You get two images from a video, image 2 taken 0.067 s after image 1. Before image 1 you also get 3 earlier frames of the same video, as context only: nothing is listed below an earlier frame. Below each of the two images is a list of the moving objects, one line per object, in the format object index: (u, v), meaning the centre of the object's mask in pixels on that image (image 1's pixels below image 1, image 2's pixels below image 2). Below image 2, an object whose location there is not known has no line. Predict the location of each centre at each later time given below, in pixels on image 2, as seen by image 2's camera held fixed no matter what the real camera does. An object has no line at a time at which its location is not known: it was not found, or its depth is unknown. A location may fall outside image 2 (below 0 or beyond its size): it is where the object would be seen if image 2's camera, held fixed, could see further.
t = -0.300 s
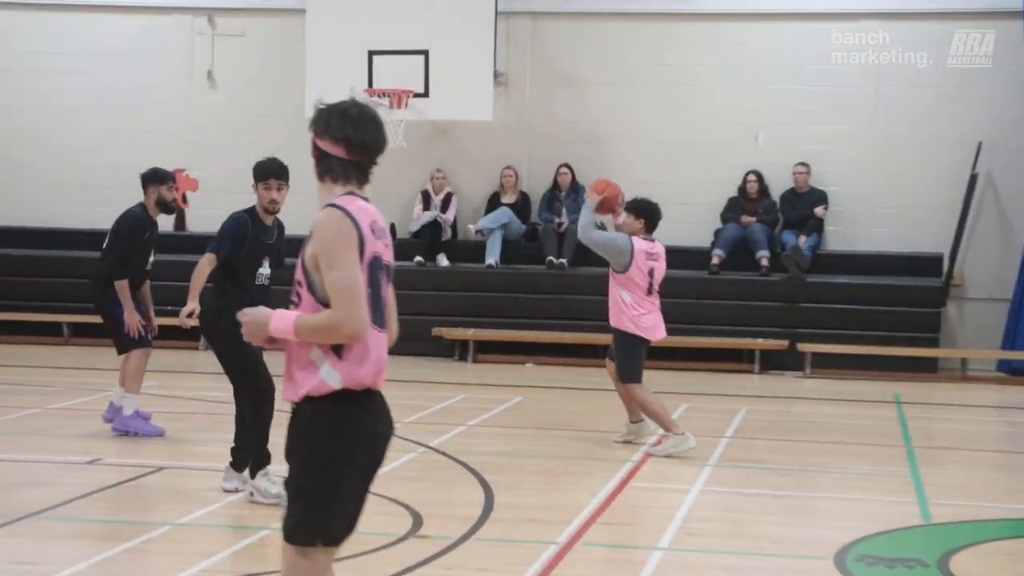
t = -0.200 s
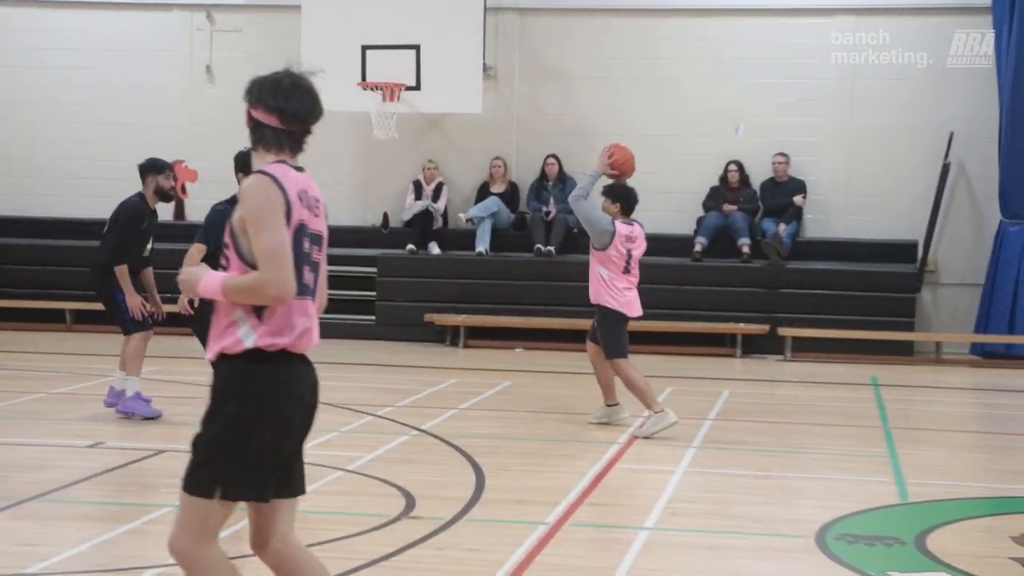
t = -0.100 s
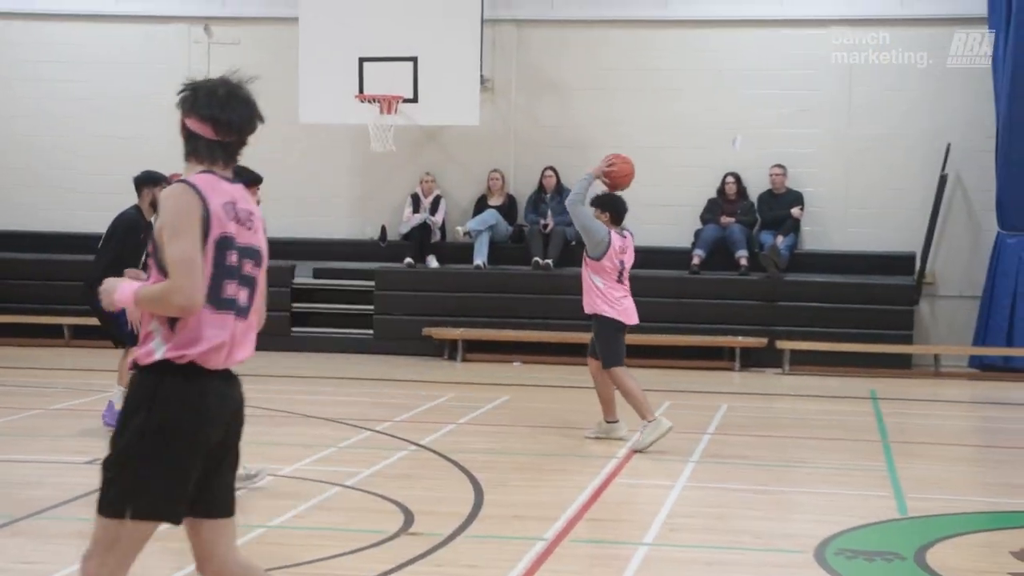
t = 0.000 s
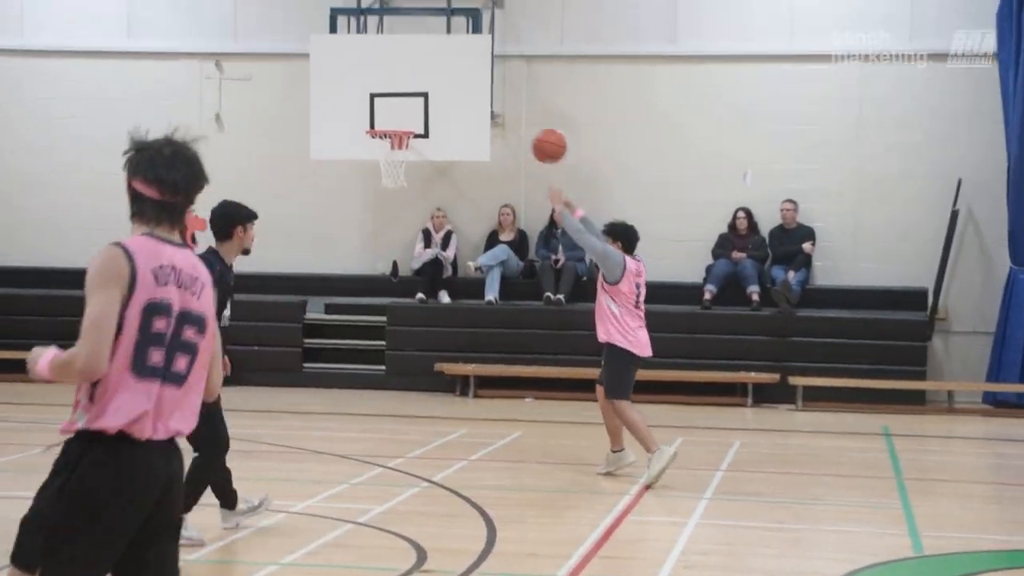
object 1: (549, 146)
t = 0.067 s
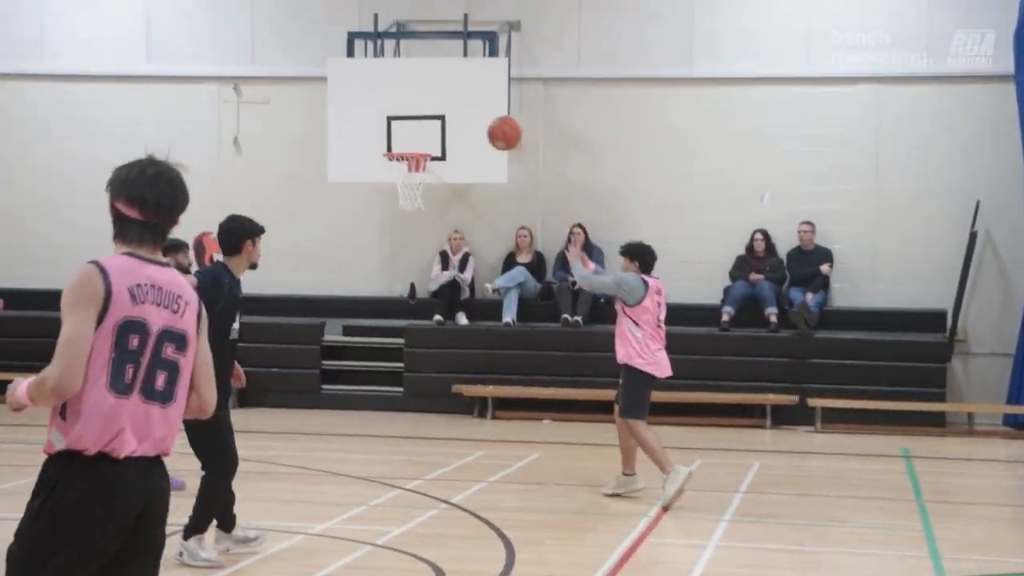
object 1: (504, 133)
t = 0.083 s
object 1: (489, 125)
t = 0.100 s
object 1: (474, 118)
